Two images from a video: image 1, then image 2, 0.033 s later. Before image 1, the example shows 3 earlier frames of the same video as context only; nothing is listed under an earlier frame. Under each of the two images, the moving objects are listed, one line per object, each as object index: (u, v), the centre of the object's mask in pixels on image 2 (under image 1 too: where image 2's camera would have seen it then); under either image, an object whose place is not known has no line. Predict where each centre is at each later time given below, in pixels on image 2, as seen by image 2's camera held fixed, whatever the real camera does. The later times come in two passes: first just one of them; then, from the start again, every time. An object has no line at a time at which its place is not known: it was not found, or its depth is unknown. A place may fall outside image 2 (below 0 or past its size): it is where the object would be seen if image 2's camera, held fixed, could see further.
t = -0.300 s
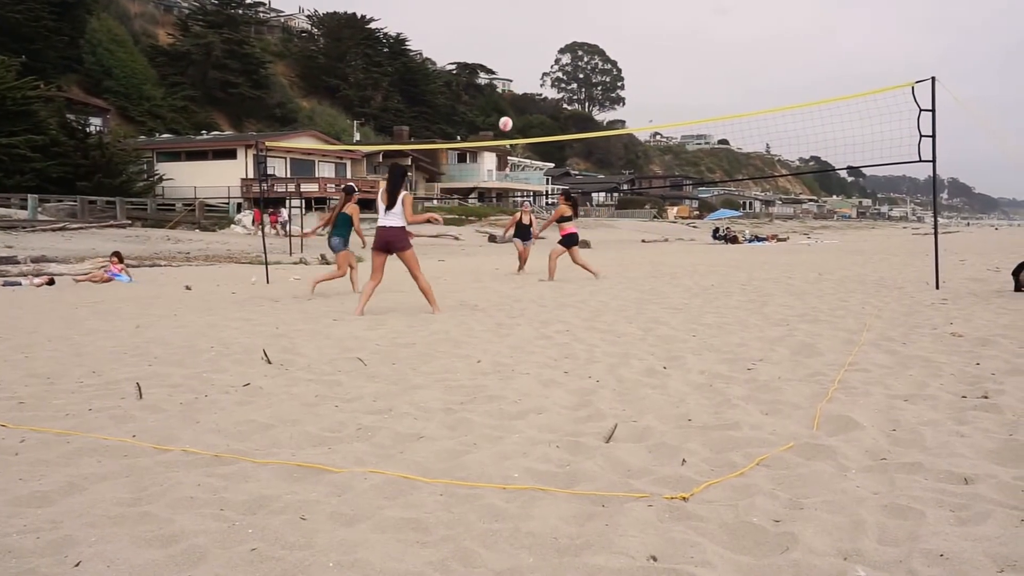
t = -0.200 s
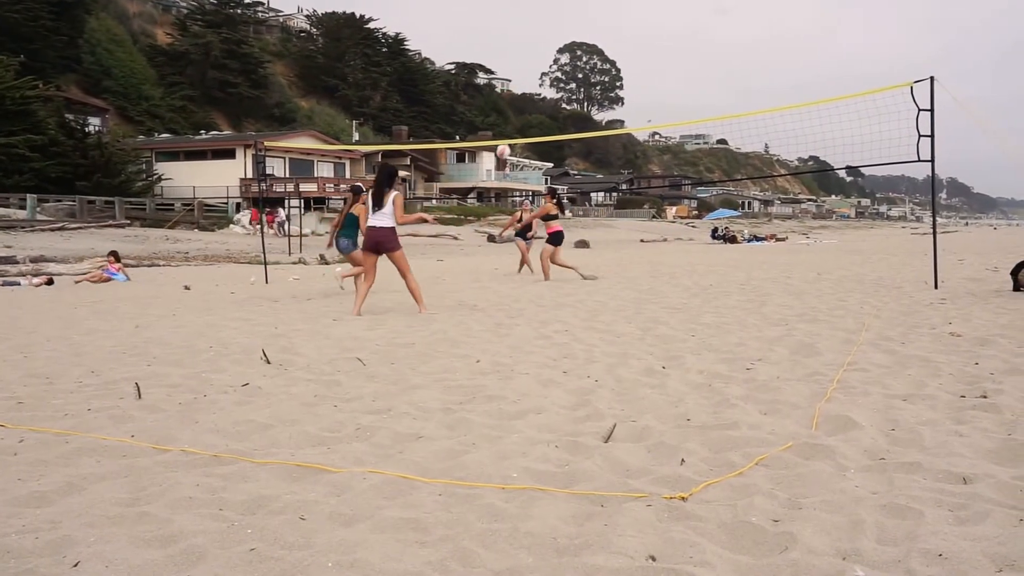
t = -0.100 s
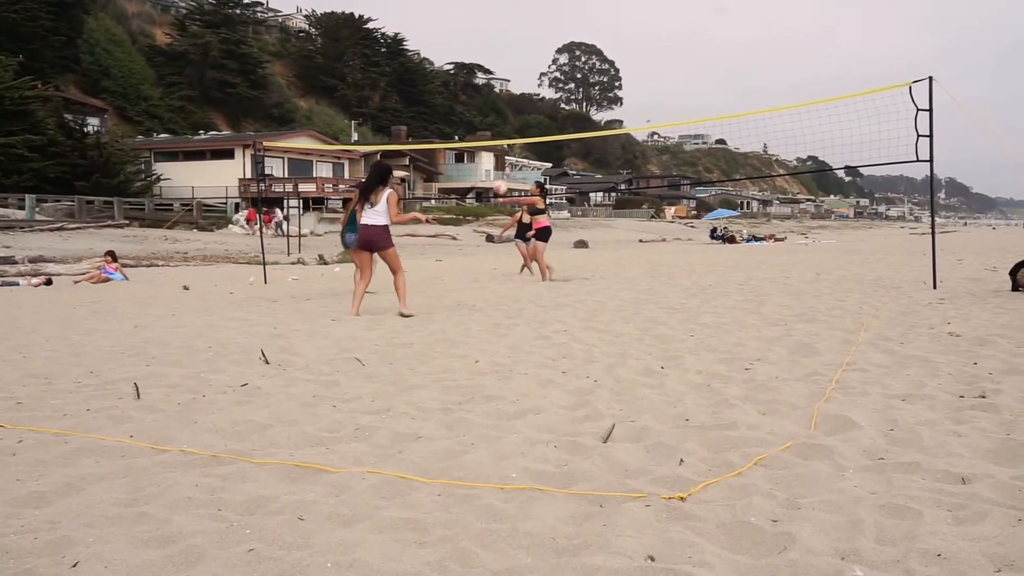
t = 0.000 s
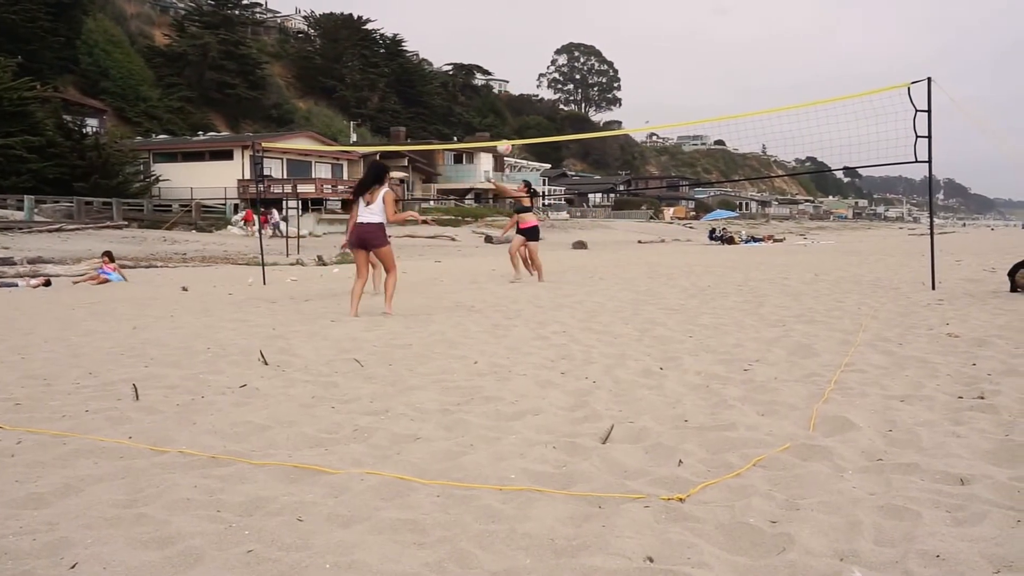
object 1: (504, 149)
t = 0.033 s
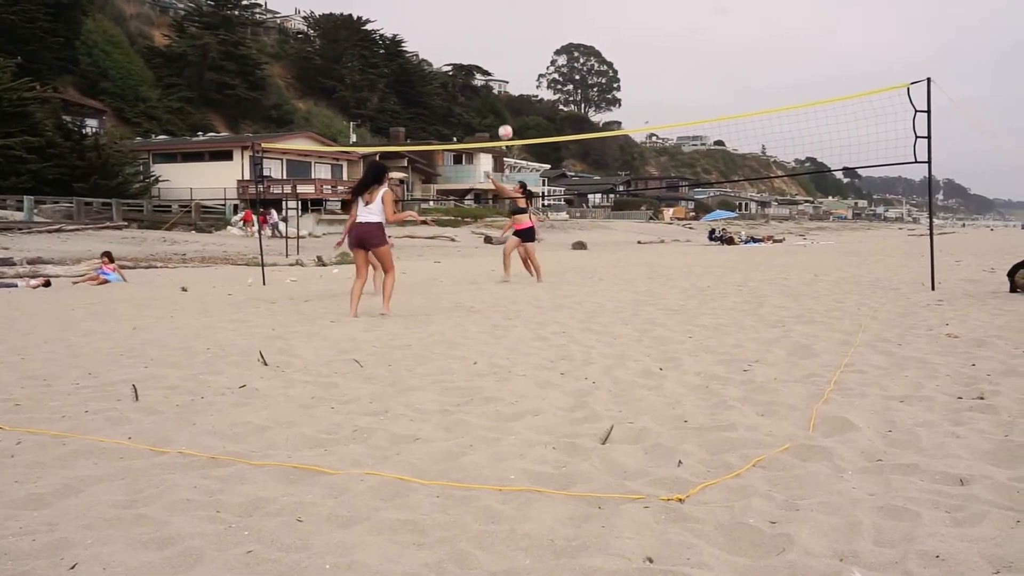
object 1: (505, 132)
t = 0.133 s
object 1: (510, 90)
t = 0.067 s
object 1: (507, 117)
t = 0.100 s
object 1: (508, 103)
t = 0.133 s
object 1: (510, 90)
